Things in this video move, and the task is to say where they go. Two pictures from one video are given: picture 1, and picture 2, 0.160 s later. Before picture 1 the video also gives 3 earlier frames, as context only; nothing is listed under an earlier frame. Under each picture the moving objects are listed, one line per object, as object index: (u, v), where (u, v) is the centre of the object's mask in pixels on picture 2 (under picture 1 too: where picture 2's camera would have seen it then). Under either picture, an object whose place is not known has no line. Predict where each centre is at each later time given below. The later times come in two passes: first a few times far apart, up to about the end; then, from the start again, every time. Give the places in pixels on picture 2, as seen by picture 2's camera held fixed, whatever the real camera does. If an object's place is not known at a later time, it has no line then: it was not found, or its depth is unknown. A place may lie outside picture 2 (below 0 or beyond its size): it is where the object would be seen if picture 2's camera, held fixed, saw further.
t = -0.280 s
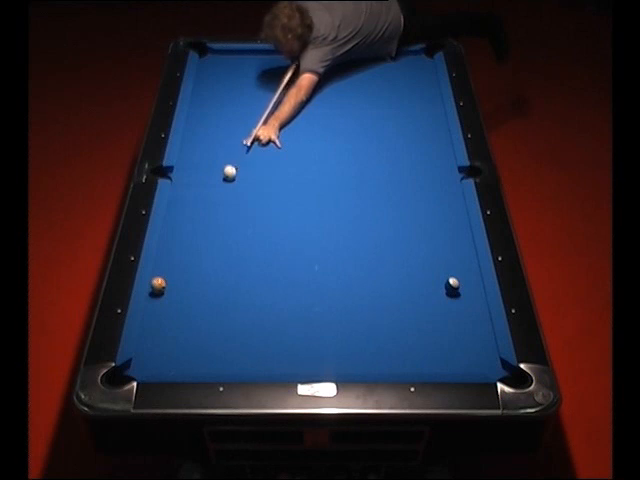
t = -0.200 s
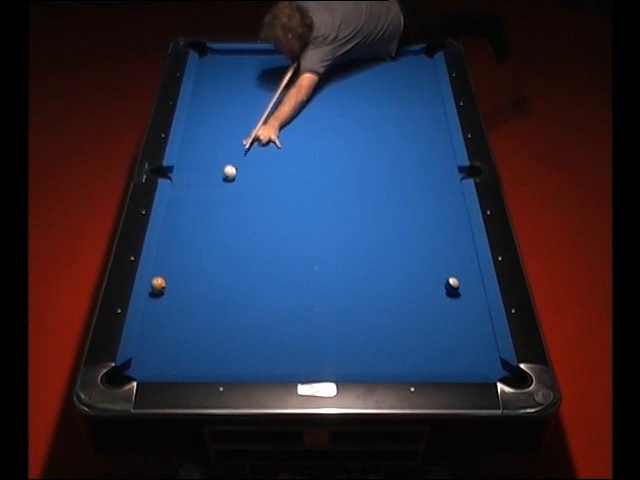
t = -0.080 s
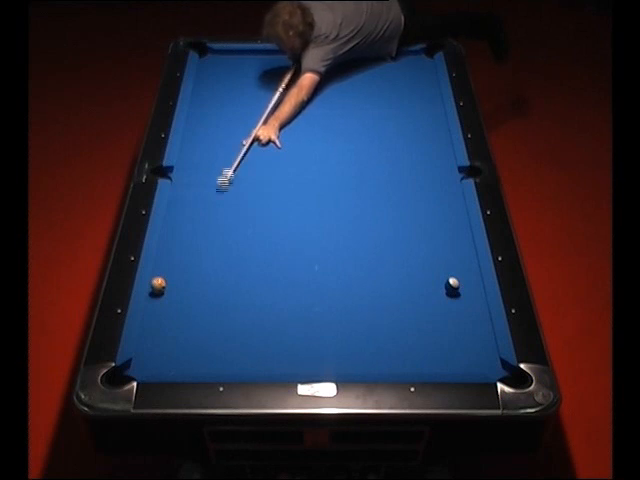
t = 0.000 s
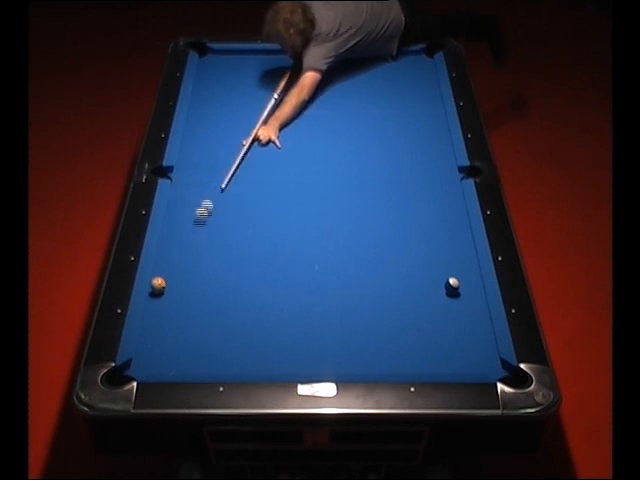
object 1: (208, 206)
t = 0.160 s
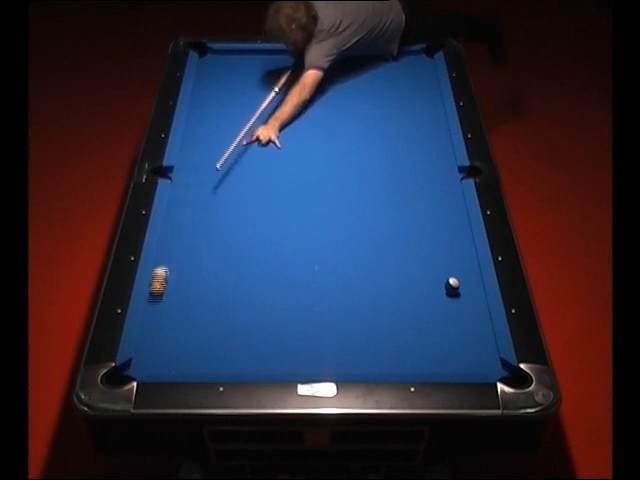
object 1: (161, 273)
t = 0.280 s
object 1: (167, 273)
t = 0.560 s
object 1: (192, 265)
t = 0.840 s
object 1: (215, 257)
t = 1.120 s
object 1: (235, 250)
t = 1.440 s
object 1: (256, 243)
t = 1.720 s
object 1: (273, 237)
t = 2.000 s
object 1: (287, 232)
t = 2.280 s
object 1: (301, 227)
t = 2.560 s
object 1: (312, 223)
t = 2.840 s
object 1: (323, 219)
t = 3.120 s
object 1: (331, 216)
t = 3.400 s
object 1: (339, 213)
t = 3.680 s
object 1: (345, 211)
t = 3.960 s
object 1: (349, 209)
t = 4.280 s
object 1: (353, 207)
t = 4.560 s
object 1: (355, 206)
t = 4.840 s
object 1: (356, 206)
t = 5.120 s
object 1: (356, 206)
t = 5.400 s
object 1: (356, 206)
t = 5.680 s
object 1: (356, 206)
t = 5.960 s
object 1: (356, 206)
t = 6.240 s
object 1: (356, 206)
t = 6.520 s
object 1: (356, 206)
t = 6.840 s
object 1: (356, 206)
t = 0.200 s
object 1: (159, 276)
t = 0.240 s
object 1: (163, 275)
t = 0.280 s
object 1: (167, 273)
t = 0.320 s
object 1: (171, 272)
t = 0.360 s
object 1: (175, 271)
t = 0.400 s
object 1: (178, 270)
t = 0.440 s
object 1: (182, 268)
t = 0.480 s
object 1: (186, 267)
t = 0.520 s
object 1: (189, 266)
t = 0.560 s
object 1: (192, 265)
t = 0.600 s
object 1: (195, 264)
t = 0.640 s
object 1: (199, 262)
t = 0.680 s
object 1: (202, 261)
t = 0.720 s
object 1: (205, 260)
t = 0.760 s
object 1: (208, 259)
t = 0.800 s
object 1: (211, 258)
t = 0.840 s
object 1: (215, 257)
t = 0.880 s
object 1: (218, 256)
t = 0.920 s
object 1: (221, 255)
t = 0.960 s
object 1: (224, 254)
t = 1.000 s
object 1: (227, 253)
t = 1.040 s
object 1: (229, 252)
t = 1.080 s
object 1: (232, 251)
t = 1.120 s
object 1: (235, 250)
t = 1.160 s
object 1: (238, 249)
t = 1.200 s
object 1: (240, 249)
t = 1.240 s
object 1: (243, 247)
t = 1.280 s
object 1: (246, 246)
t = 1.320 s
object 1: (249, 246)
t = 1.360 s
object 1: (251, 245)
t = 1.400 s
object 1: (254, 244)
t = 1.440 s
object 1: (256, 243)
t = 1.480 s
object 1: (259, 242)
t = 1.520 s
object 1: (261, 241)
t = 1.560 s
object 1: (264, 240)
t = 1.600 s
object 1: (266, 239)
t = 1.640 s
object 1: (268, 239)
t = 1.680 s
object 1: (271, 238)
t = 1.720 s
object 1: (273, 237)
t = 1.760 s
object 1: (275, 236)
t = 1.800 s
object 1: (277, 236)
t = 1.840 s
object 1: (279, 235)
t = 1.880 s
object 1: (282, 234)
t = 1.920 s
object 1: (284, 234)
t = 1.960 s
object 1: (286, 233)
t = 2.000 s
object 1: (287, 232)
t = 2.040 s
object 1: (290, 231)
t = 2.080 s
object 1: (292, 231)
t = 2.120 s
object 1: (294, 230)
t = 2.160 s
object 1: (295, 229)
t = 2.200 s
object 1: (297, 229)
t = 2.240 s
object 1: (299, 228)
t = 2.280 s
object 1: (301, 227)
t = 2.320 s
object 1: (303, 226)
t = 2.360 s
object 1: (304, 226)
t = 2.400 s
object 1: (306, 225)
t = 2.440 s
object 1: (308, 224)
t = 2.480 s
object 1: (309, 224)
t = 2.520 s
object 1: (311, 223)
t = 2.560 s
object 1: (312, 223)
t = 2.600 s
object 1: (314, 222)
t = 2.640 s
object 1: (316, 222)
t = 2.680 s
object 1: (317, 221)
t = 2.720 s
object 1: (319, 220)
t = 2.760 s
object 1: (320, 220)
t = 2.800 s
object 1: (321, 219)
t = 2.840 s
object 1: (323, 219)
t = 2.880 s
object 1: (324, 218)
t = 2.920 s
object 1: (325, 218)
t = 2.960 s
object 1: (327, 218)
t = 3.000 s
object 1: (328, 217)
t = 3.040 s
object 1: (329, 216)
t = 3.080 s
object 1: (330, 216)
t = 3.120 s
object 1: (331, 216)
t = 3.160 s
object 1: (333, 215)
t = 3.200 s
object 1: (334, 215)
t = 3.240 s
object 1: (335, 214)
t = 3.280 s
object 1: (336, 214)
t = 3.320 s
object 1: (337, 213)
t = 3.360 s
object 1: (338, 213)
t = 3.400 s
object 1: (339, 213)
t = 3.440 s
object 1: (339, 212)
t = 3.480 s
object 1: (340, 212)
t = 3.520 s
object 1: (342, 212)
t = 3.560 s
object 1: (342, 211)
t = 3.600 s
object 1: (343, 211)
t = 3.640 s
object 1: (344, 211)
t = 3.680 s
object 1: (345, 211)
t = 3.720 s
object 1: (345, 210)
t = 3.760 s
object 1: (346, 210)
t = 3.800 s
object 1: (347, 209)
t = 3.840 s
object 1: (347, 209)
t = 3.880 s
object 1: (348, 209)
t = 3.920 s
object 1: (349, 209)
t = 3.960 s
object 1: (349, 209)
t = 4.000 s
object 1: (350, 208)
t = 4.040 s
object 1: (350, 208)
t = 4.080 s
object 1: (351, 208)
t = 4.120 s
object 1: (351, 208)
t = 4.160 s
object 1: (352, 207)
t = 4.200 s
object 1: (352, 207)
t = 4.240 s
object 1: (353, 207)
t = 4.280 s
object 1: (353, 207)
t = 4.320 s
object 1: (353, 207)
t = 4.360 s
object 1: (354, 206)
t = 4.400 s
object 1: (354, 206)
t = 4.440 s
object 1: (354, 206)
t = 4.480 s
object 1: (355, 206)
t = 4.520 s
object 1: (355, 206)
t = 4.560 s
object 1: (355, 206)
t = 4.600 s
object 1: (355, 206)
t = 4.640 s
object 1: (356, 206)
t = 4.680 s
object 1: (356, 206)
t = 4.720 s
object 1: (356, 206)
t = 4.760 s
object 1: (356, 206)
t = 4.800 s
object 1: (356, 206)
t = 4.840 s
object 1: (356, 206)
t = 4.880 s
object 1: (356, 206)
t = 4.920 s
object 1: (356, 206)
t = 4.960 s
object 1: (356, 206)
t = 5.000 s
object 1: (356, 206)
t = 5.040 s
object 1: (356, 206)
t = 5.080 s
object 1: (356, 206)
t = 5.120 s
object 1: (356, 206)
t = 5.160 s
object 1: (356, 206)
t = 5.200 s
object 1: (356, 206)
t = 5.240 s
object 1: (356, 206)
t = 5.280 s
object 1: (356, 206)
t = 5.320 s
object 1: (356, 206)
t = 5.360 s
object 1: (356, 206)
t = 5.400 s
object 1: (356, 206)
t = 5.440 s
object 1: (356, 206)
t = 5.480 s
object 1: (356, 206)
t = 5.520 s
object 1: (356, 206)
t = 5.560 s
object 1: (356, 206)
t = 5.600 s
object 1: (356, 206)
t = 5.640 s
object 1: (356, 206)
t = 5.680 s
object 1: (356, 206)
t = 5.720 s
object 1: (356, 206)
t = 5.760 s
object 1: (356, 206)
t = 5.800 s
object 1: (356, 206)
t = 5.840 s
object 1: (356, 206)
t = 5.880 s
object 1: (356, 206)
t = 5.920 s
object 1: (356, 206)
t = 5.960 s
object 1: (356, 206)
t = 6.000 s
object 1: (356, 206)
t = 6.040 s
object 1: (356, 206)
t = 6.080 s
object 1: (356, 206)
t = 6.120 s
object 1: (356, 206)
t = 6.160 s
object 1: (356, 206)
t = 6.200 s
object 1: (356, 206)
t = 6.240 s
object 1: (356, 206)
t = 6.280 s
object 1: (356, 206)
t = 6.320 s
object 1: (356, 206)
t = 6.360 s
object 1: (356, 206)
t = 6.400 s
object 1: (356, 206)
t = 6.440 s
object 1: (356, 206)
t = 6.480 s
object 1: (356, 206)
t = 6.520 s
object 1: (356, 206)
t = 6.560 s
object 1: (356, 206)
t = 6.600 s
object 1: (356, 206)
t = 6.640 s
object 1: (356, 206)
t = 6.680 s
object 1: (356, 206)
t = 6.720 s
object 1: (356, 206)
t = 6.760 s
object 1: (356, 206)
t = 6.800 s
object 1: (356, 206)
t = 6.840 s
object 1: (356, 206)
